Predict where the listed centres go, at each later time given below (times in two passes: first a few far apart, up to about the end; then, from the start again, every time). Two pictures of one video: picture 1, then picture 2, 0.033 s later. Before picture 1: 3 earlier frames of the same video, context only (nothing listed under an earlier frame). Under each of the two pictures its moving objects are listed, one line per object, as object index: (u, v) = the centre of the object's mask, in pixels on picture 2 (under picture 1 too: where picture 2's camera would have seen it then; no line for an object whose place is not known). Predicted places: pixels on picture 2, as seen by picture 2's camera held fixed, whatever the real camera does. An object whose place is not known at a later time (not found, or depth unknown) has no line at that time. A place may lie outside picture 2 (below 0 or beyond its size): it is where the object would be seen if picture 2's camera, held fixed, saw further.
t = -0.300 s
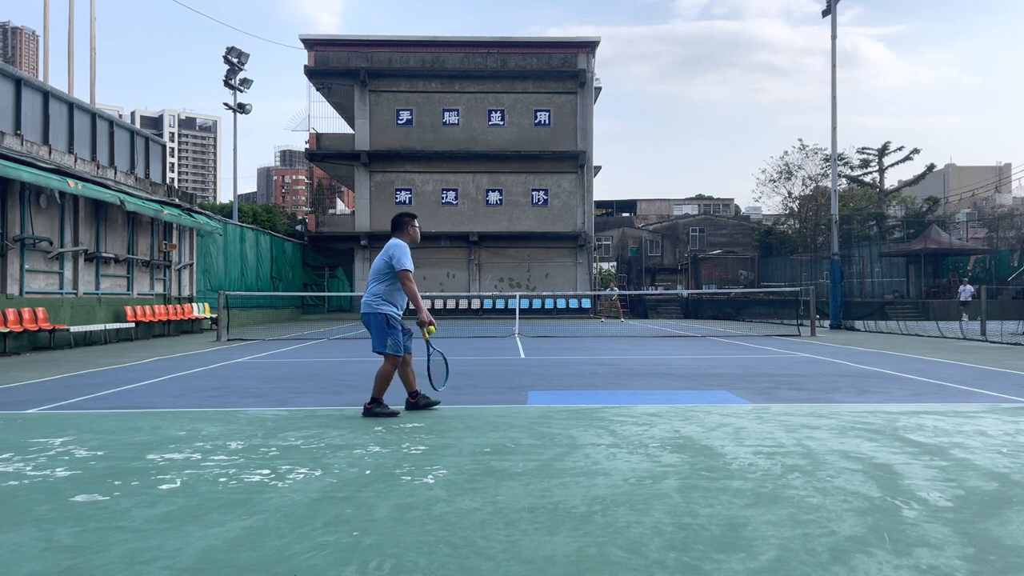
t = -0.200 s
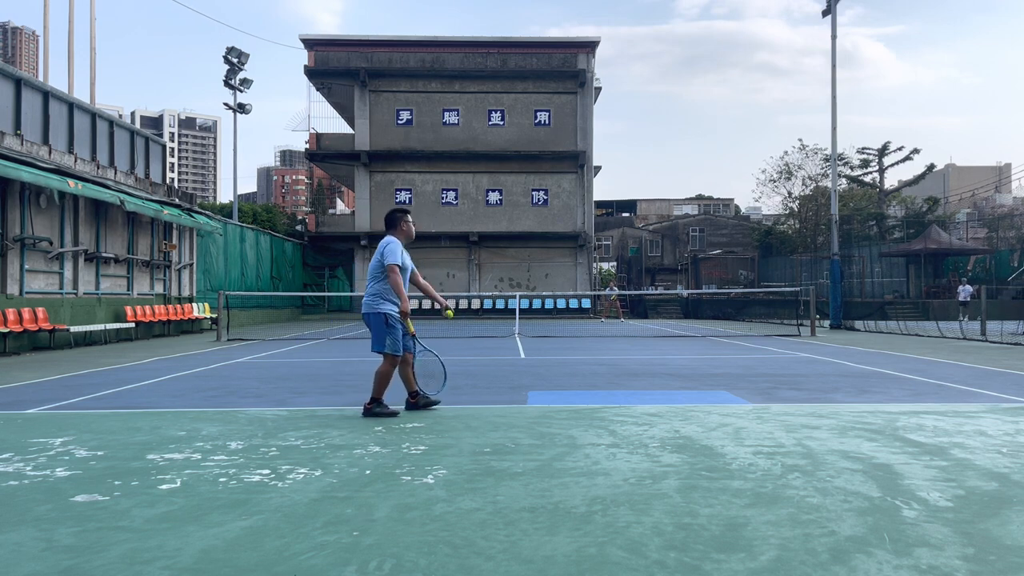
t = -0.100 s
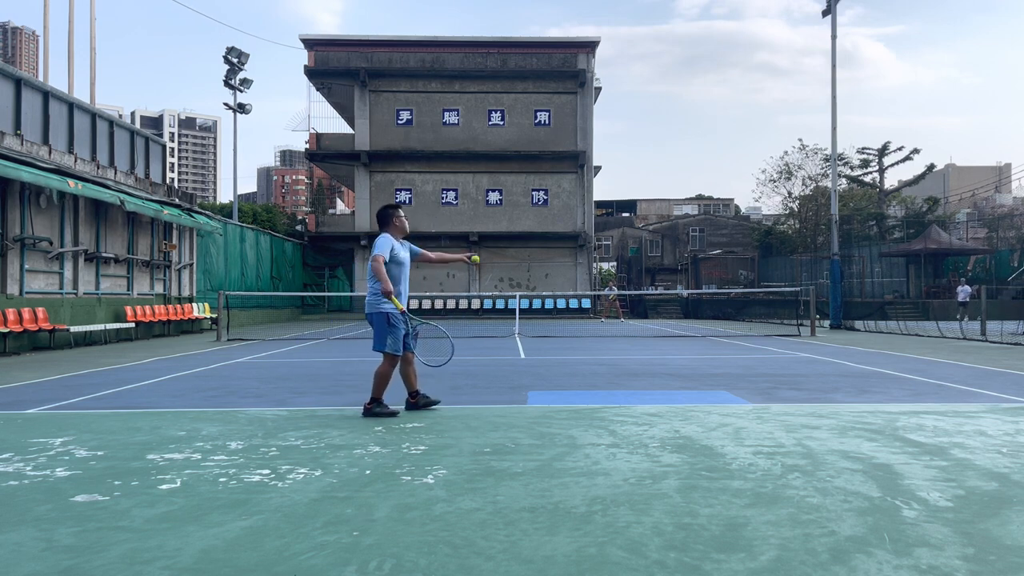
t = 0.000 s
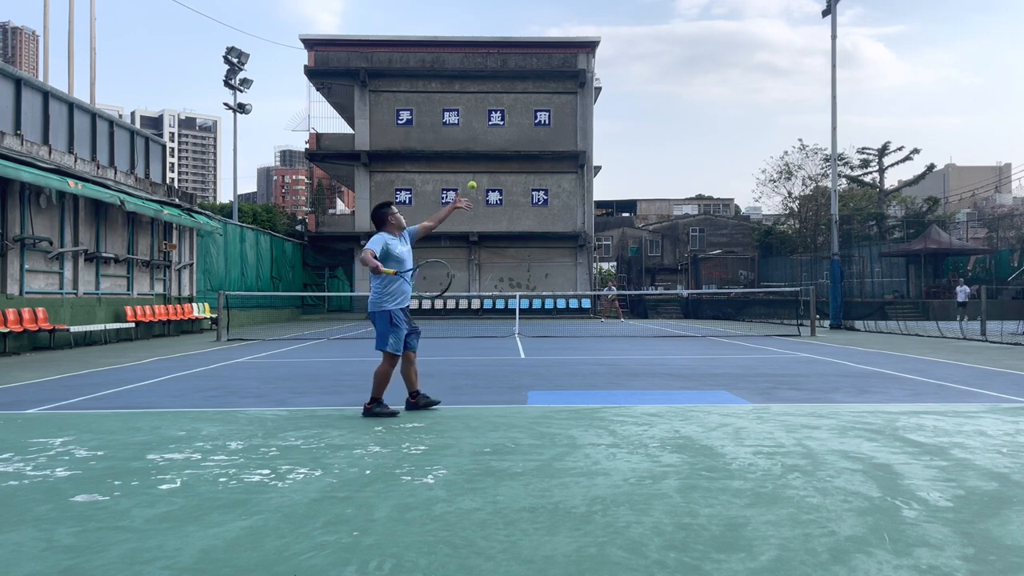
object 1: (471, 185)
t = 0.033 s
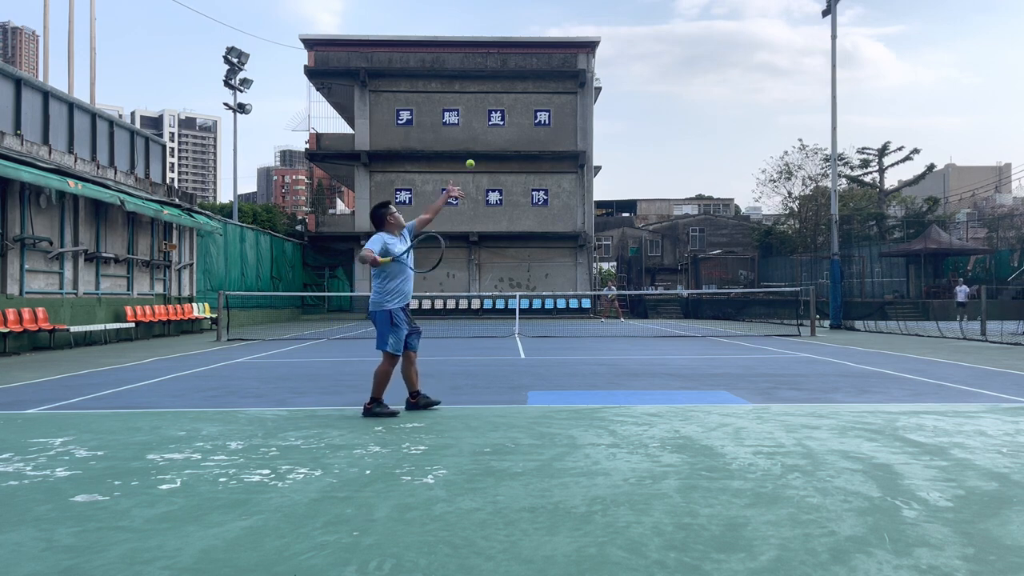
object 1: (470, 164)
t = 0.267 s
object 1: (458, 49)
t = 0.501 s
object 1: (446, 4)
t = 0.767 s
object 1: (433, 33)
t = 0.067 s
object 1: (468, 143)
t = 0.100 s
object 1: (466, 124)
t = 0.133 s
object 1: (465, 105)
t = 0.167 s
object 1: (463, 89)
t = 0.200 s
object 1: (461, 75)
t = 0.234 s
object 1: (459, 61)
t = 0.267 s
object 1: (458, 49)
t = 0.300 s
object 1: (456, 39)
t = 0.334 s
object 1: (454, 29)
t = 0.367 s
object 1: (452, 21)
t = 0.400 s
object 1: (451, 14)
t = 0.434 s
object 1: (449, 10)
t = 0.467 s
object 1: (448, 5)
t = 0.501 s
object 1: (446, 4)
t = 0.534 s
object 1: (445, 3)
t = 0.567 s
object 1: (443, 3)
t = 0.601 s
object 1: (441, 4)
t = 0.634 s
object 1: (439, 7)
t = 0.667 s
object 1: (438, 11)
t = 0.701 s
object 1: (436, 17)
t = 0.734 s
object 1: (435, 24)
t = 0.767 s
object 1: (433, 33)
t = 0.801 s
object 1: (432, 43)
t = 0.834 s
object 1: (430, 53)
